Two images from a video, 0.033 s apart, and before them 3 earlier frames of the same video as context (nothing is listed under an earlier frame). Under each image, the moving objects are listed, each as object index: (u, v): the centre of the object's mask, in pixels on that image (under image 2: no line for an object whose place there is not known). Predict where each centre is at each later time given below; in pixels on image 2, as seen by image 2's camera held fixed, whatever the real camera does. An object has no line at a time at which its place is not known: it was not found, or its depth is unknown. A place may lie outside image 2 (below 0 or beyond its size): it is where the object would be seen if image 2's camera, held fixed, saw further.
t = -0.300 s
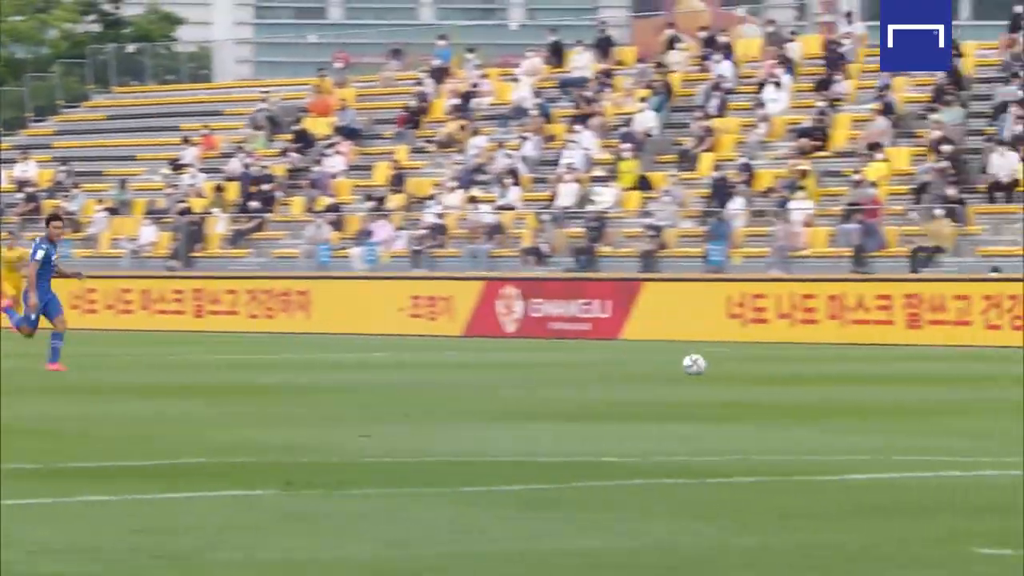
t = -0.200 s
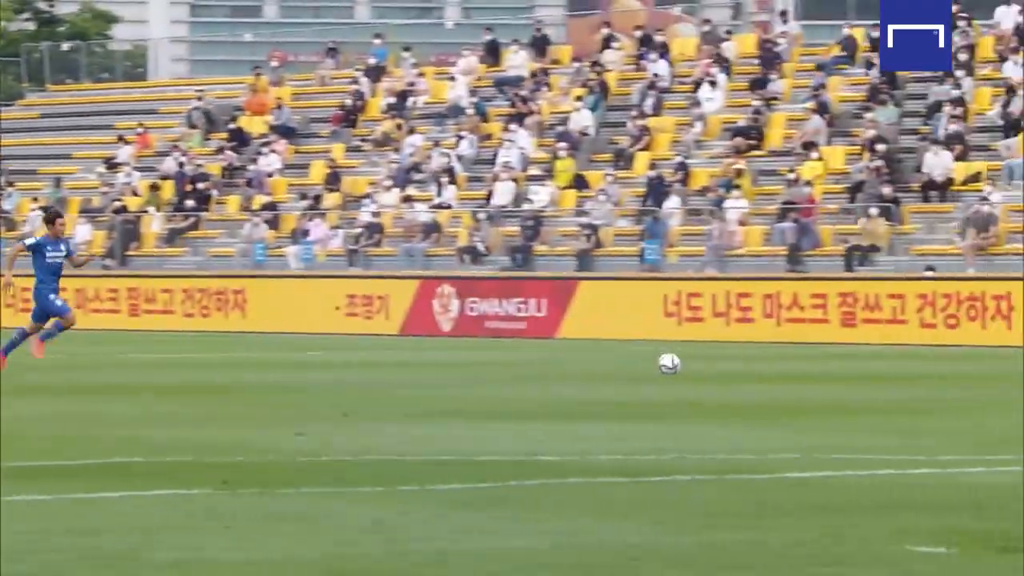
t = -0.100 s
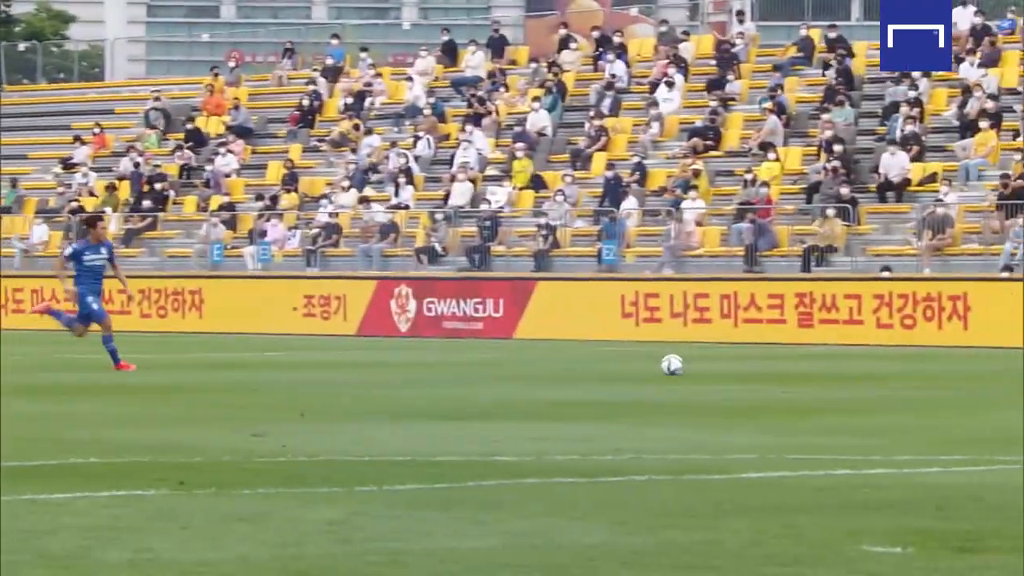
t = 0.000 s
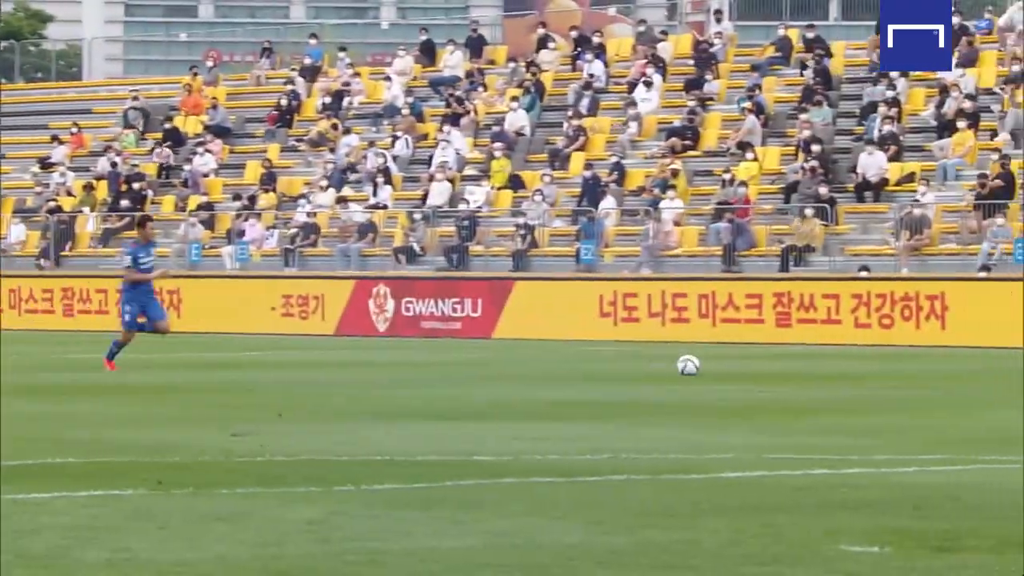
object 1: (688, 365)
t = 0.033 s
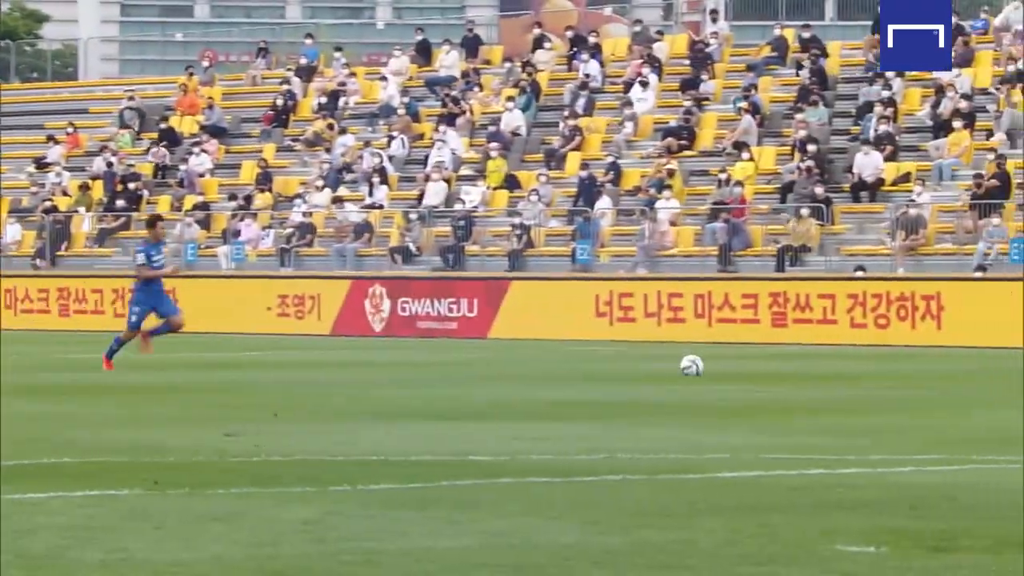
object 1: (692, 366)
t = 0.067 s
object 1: (707, 365)
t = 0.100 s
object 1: (720, 365)
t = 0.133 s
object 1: (728, 366)
